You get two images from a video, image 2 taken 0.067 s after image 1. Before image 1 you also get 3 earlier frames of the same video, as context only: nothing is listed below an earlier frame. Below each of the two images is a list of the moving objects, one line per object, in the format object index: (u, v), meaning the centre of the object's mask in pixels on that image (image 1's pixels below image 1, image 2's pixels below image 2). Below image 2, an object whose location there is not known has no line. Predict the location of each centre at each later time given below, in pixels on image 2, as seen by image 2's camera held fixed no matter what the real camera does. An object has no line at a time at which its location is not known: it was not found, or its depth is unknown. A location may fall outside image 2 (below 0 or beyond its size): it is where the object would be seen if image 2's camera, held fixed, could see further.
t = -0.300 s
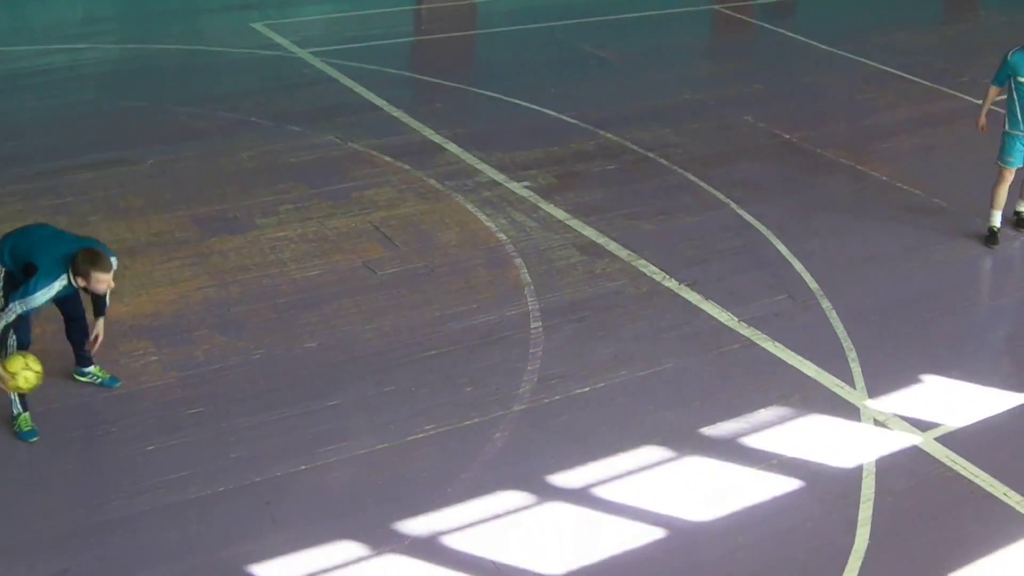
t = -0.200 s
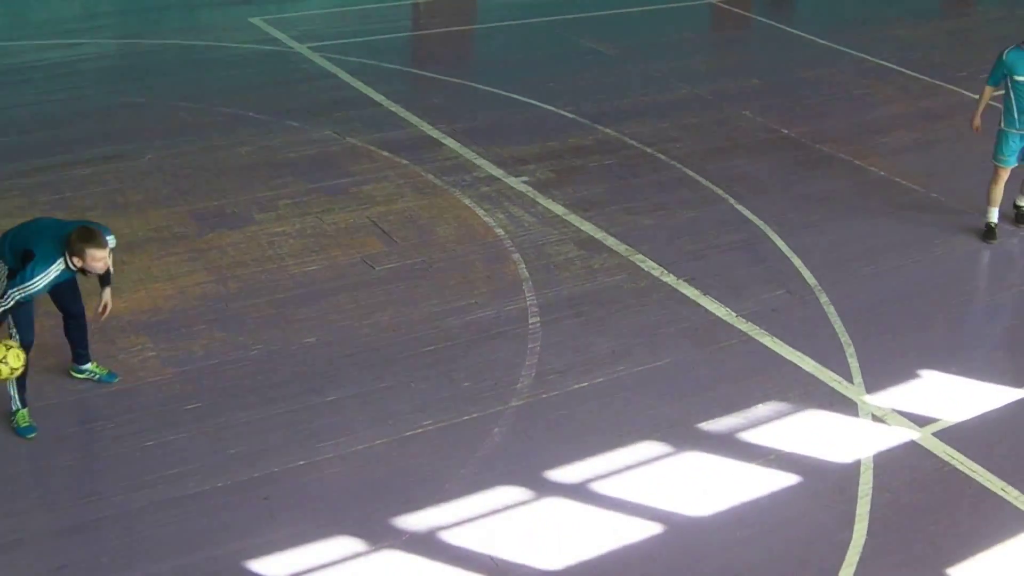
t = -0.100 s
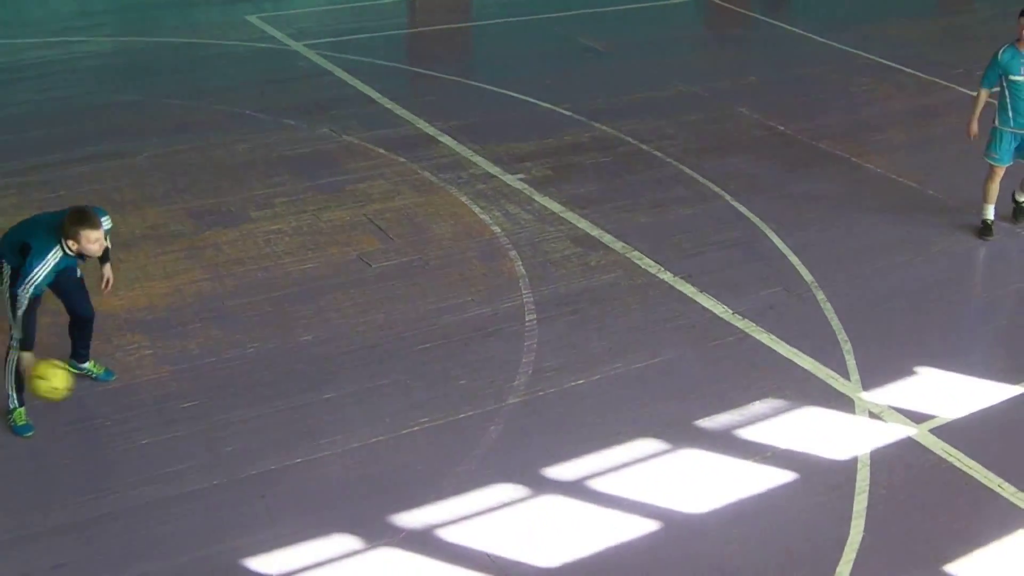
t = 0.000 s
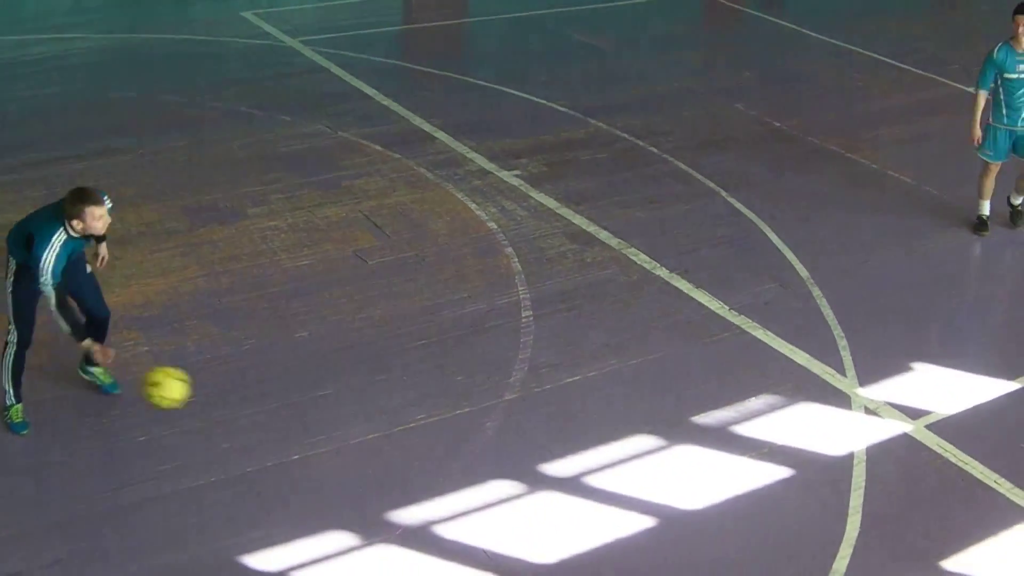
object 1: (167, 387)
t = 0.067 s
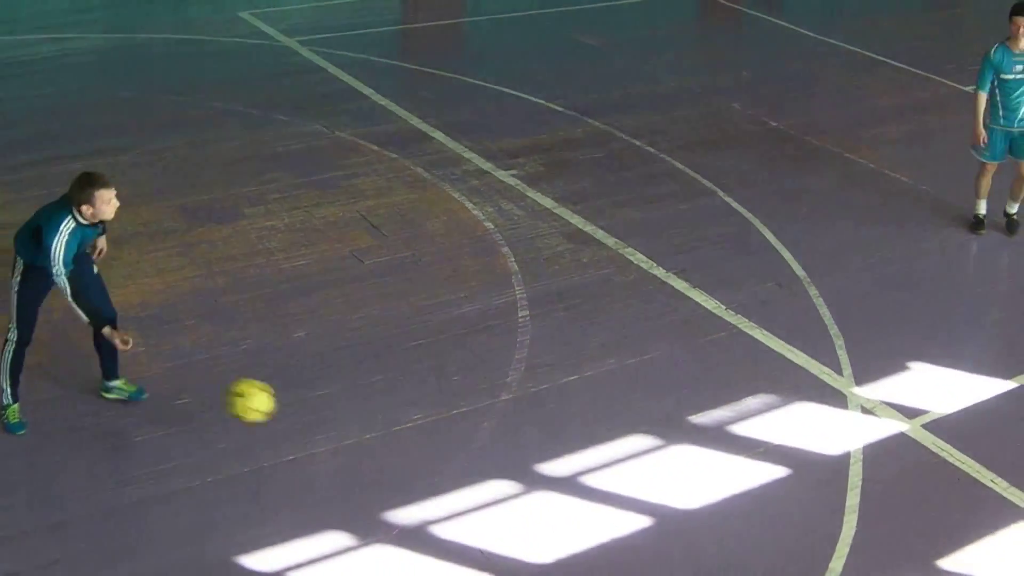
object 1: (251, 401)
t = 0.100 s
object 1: (298, 411)
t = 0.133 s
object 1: (344, 422)
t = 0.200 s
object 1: (437, 452)
